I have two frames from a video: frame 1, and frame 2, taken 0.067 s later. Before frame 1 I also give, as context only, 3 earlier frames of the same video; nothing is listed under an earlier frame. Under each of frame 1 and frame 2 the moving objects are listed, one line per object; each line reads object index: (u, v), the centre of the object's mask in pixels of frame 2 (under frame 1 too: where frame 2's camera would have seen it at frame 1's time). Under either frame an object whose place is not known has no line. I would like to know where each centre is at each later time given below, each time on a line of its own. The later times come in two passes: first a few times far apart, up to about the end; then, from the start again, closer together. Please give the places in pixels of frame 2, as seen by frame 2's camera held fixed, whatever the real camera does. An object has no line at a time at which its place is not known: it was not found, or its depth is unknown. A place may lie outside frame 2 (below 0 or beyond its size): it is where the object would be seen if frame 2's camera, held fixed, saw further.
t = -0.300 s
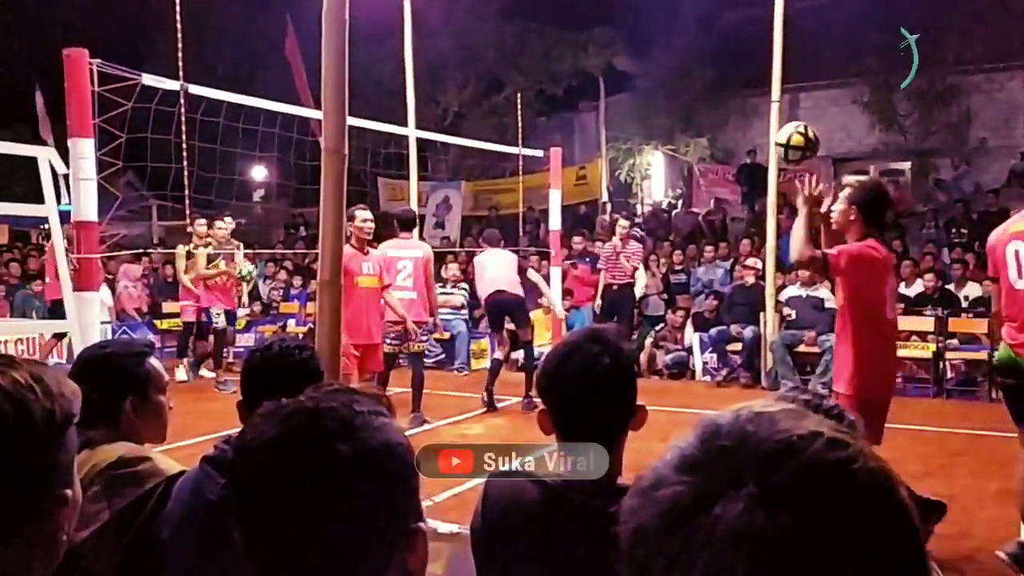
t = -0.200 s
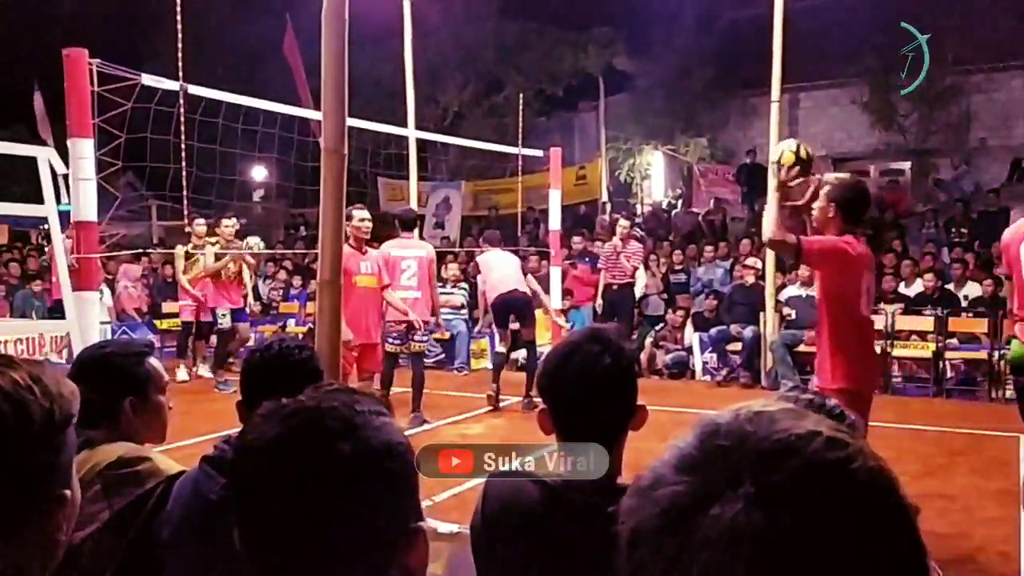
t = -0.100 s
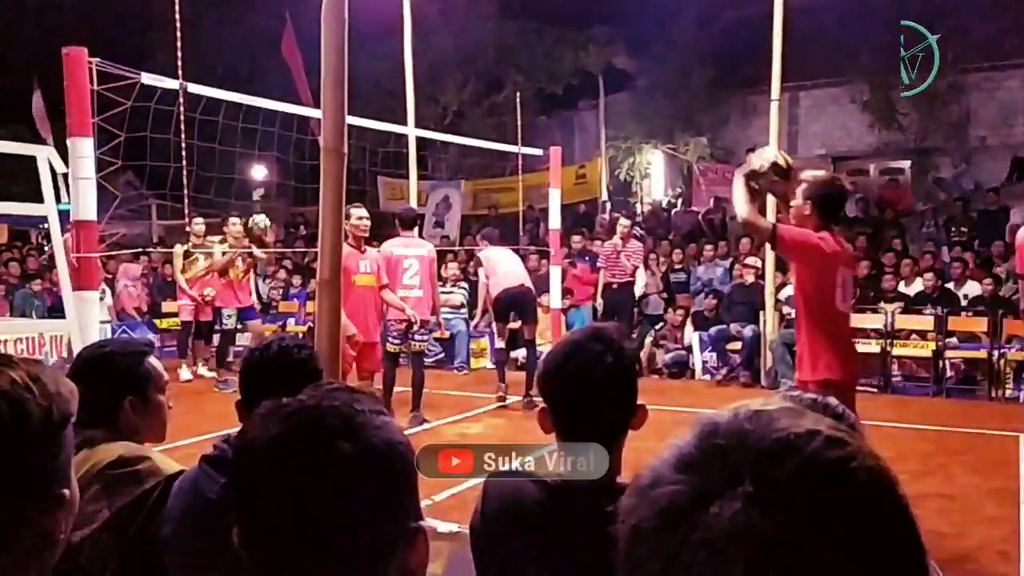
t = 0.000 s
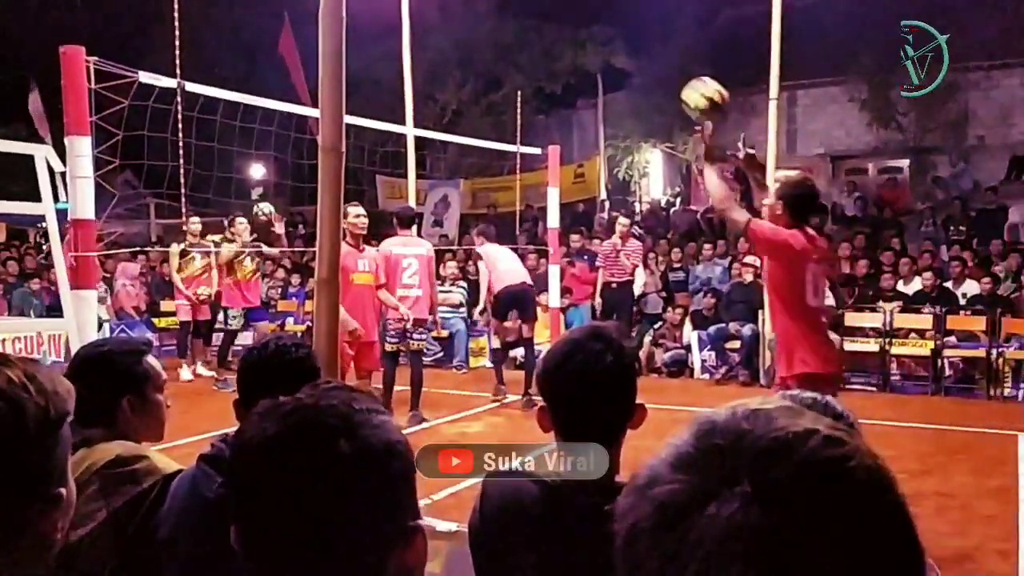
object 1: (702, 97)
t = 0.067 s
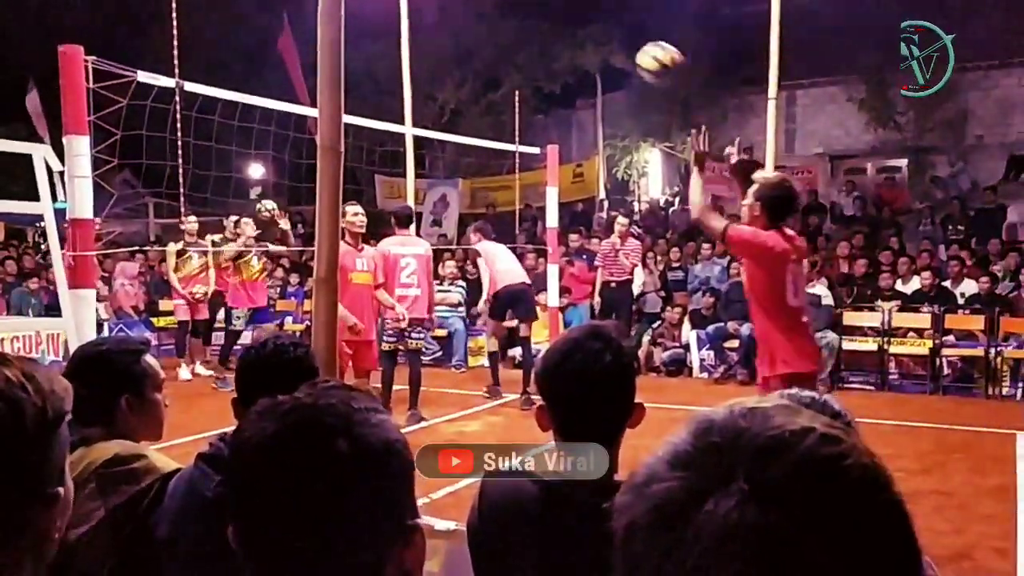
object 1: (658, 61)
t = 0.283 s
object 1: (534, 17)
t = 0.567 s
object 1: (400, 81)
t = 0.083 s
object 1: (647, 52)
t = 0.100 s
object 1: (637, 47)
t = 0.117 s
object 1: (626, 41)
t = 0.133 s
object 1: (617, 37)
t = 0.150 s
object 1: (607, 31)
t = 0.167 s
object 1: (598, 28)
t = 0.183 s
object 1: (588, 25)
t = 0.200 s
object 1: (578, 21)
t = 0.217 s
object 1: (569, 20)
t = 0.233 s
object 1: (561, 19)
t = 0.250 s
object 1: (551, 18)
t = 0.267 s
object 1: (542, 17)
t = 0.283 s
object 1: (534, 17)
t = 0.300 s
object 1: (525, 17)
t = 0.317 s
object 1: (516, 18)
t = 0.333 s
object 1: (507, 19)
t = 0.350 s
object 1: (498, 18)
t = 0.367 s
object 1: (490, 20)
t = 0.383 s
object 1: (482, 22)
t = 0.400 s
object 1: (474, 25)
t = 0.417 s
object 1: (466, 29)
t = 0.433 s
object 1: (458, 34)
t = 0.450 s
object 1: (451, 39)
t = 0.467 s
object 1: (443, 44)
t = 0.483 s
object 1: (436, 49)
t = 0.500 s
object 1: (429, 54)
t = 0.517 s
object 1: (424, 60)
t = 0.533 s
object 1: (415, 66)
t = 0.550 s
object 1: (408, 74)
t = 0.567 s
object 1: (400, 81)
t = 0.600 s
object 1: (386, 97)
